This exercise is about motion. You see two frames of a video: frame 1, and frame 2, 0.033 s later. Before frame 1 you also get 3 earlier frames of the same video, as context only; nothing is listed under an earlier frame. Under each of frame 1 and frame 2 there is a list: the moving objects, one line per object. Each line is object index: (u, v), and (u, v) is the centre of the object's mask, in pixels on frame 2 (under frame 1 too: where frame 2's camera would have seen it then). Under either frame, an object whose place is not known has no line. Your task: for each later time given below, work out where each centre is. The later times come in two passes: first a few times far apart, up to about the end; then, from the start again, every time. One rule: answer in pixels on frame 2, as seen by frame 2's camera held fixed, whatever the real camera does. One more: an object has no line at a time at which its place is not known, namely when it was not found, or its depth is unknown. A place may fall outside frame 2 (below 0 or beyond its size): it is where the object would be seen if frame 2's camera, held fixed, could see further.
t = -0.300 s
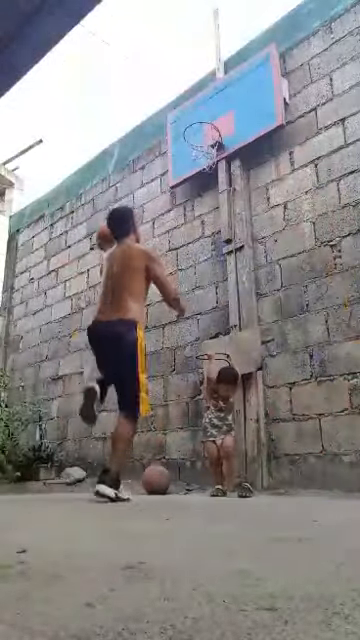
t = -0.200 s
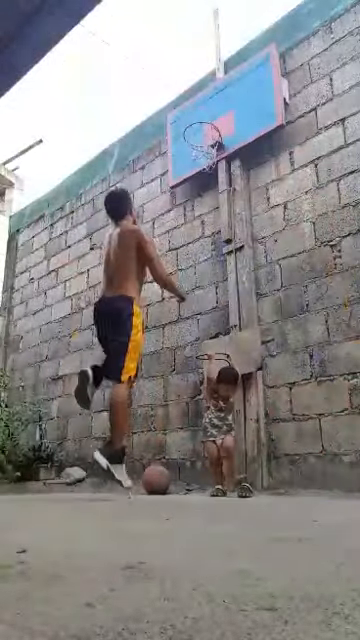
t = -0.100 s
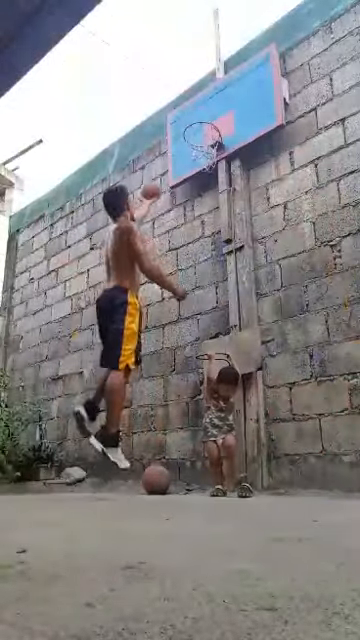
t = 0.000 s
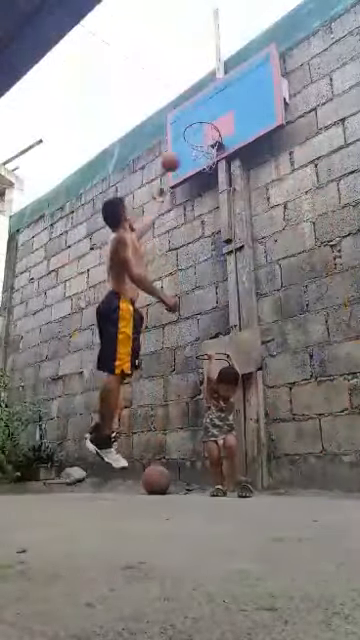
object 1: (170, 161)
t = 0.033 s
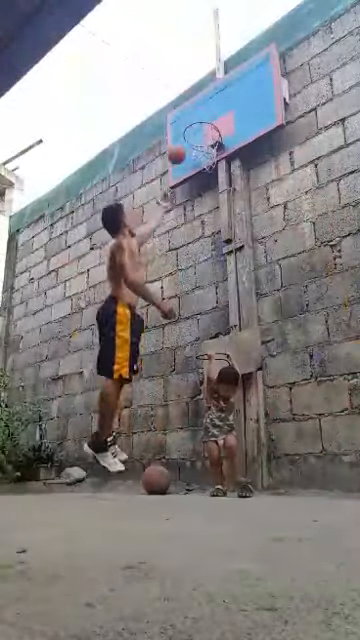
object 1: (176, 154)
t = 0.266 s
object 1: (188, 120)
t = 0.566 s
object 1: (185, 108)
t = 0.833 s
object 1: (180, 116)
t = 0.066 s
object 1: (182, 149)
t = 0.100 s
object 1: (188, 142)
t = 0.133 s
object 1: (191, 136)
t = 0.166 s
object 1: (191, 132)
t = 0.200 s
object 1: (189, 127)
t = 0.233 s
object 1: (189, 122)
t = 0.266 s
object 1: (188, 120)
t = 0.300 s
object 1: (188, 118)
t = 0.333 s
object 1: (187, 118)
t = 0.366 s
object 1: (187, 118)
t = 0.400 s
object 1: (187, 118)
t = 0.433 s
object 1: (186, 118)
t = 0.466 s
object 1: (186, 116)
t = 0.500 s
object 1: (185, 111)
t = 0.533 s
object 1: (185, 109)
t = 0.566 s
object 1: (185, 108)
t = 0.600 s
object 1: (185, 107)
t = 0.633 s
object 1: (184, 105)
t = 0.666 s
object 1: (184, 106)
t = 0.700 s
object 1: (184, 108)
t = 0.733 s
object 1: (183, 112)
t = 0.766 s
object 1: (183, 116)
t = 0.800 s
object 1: (182, 116)
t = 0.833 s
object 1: (180, 116)
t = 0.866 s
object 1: (177, 118)
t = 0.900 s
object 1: (175, 122)
